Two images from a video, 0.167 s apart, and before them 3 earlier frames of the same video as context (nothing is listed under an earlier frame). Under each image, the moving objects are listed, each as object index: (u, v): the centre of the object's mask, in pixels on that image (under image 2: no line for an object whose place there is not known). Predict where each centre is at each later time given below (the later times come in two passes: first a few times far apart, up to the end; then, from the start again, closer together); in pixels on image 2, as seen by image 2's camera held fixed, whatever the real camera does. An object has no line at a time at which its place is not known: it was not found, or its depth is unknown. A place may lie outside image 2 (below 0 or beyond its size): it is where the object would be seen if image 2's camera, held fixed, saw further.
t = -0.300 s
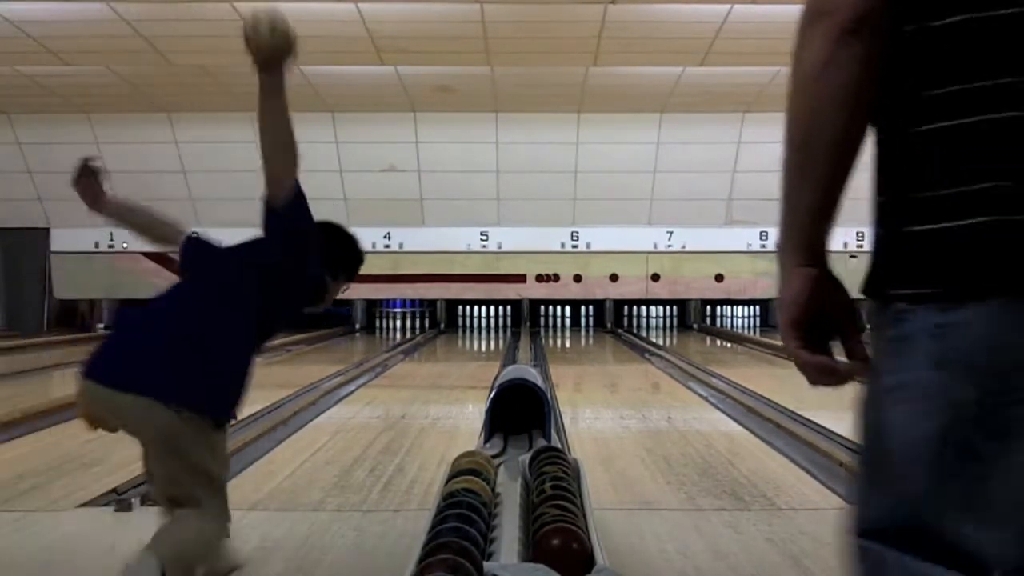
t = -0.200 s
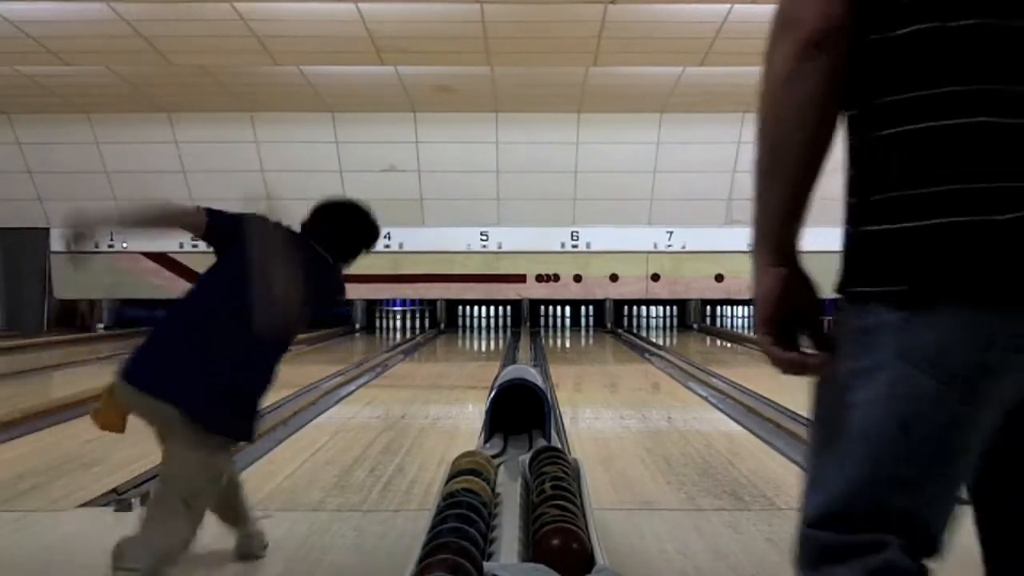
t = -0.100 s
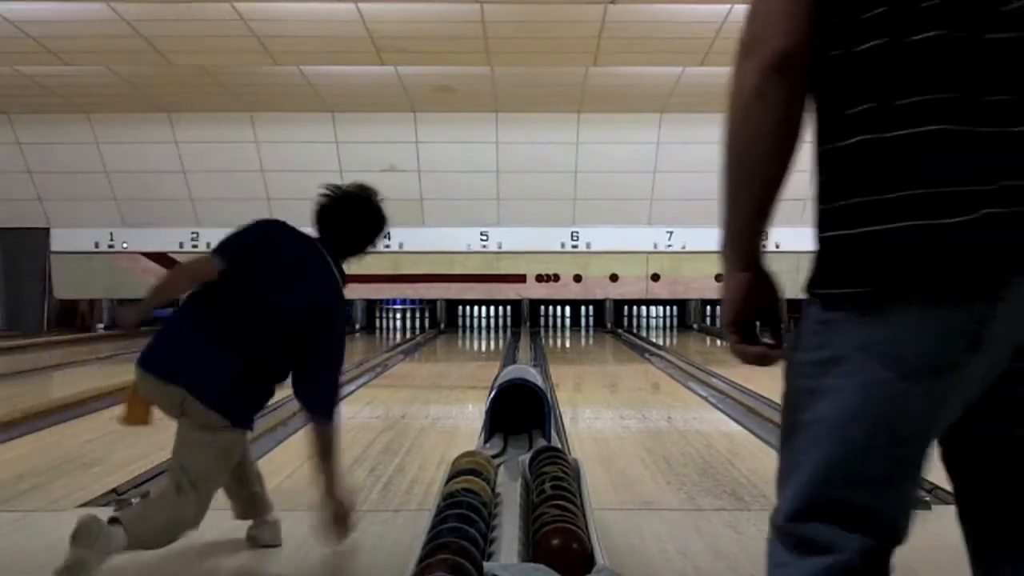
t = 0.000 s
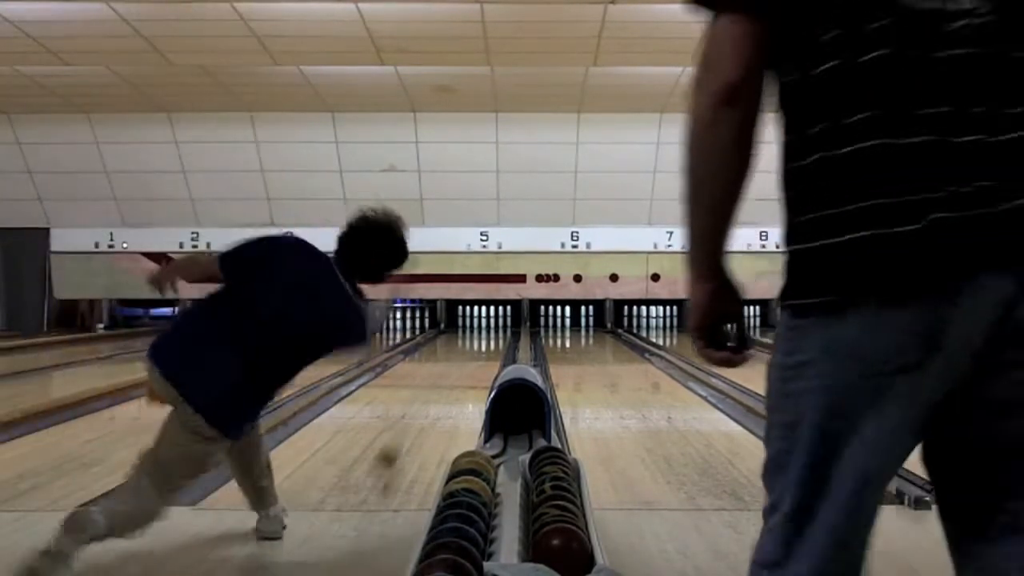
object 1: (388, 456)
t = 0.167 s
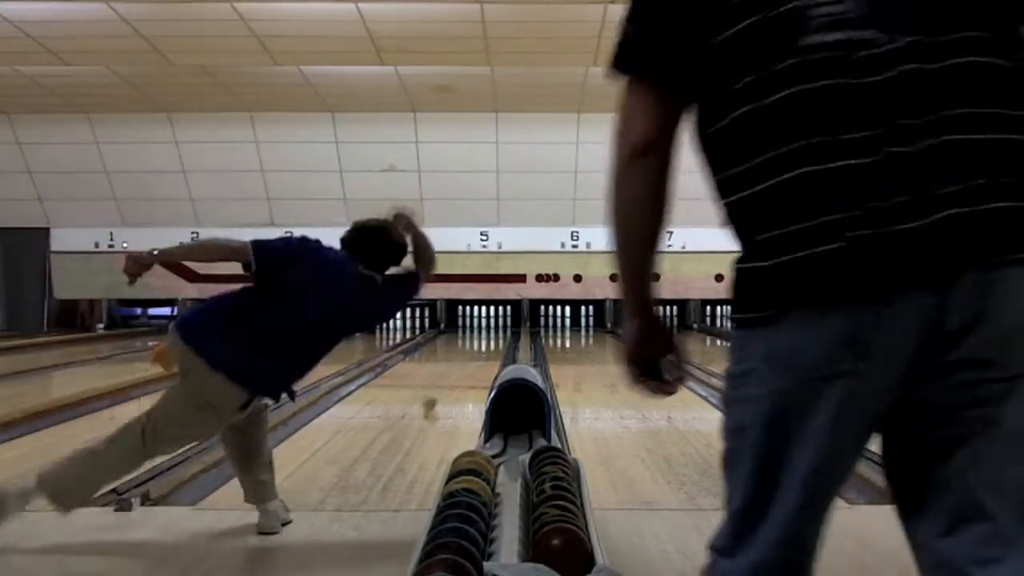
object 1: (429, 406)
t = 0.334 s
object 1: (451, 375)
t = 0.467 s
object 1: (462, 357)
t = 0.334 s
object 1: (451, 375)
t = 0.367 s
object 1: (454, 370)
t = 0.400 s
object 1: (457, 365)
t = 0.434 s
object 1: (460, 361)
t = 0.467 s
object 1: (462, 357)
